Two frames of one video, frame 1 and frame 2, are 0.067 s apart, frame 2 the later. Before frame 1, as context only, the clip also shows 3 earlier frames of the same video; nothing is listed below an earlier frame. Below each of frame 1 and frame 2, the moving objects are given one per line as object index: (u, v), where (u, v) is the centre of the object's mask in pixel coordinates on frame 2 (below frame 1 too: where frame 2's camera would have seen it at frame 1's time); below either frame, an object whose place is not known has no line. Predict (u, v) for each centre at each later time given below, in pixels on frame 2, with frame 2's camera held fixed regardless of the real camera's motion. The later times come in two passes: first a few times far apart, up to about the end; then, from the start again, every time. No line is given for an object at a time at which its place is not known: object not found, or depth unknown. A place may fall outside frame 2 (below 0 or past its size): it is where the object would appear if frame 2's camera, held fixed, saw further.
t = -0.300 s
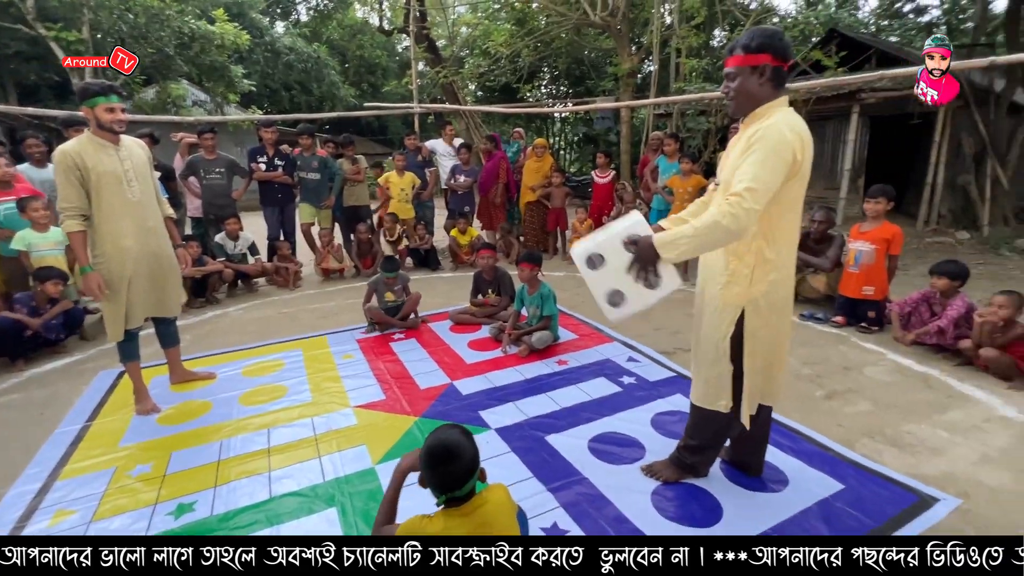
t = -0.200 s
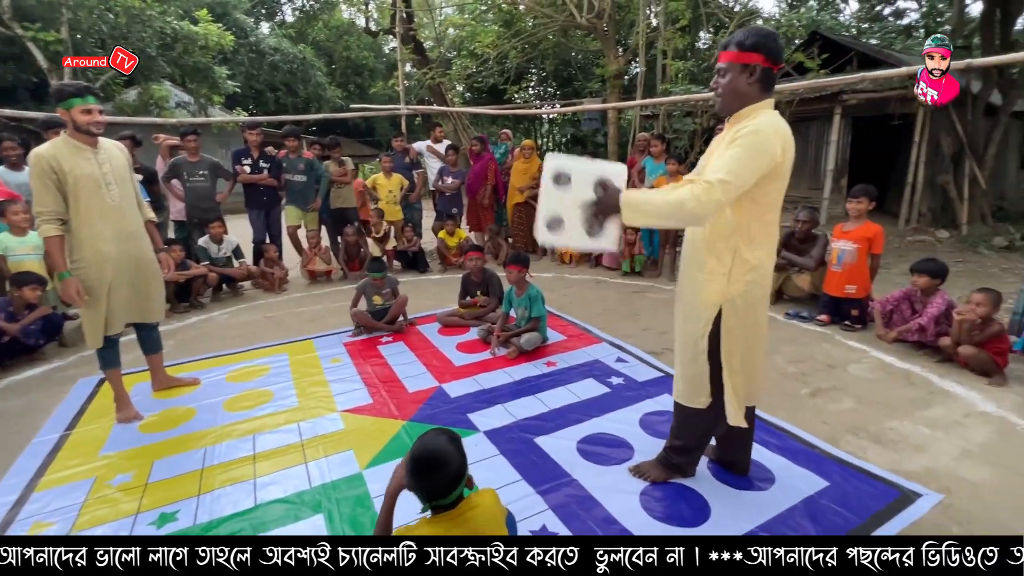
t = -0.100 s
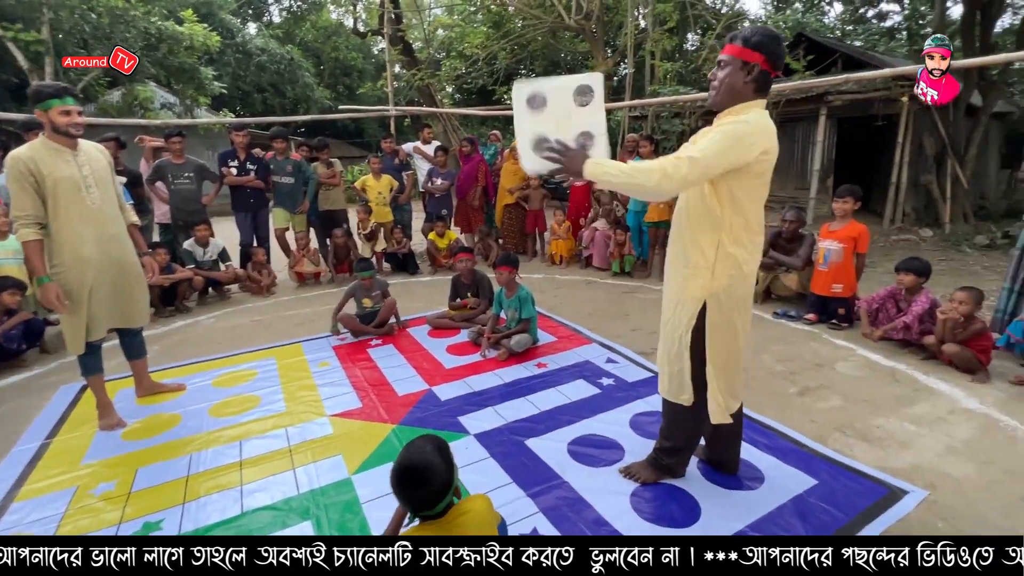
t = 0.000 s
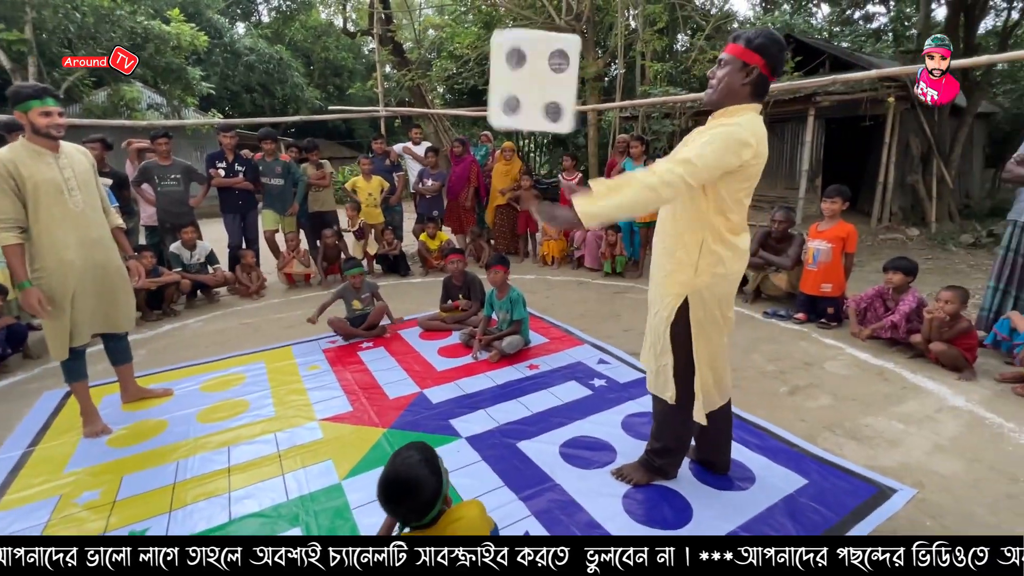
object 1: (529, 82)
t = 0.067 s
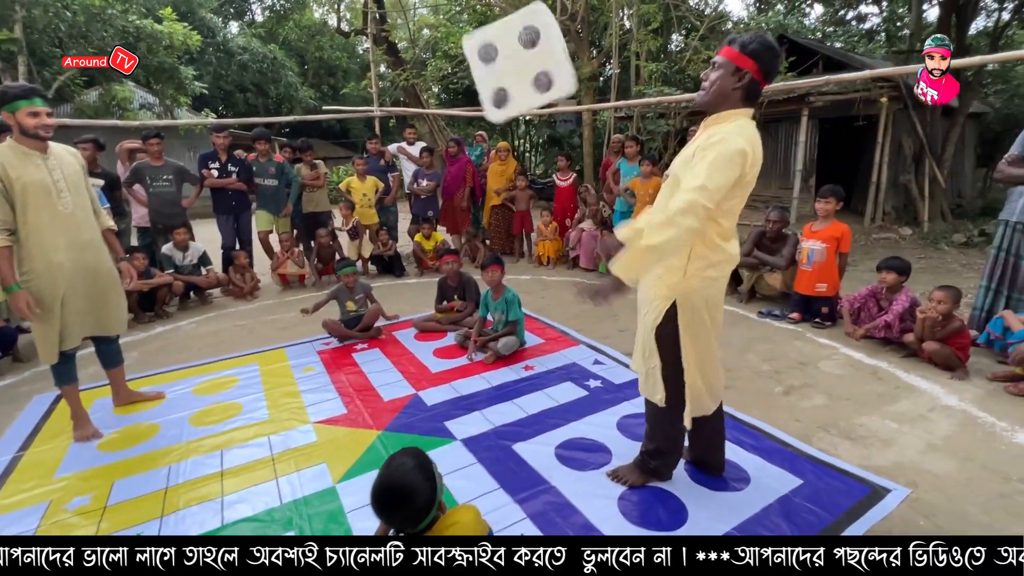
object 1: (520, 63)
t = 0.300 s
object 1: (495, 108)
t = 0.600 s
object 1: (479, 306)
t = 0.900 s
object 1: (482, 379)
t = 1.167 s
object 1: (501, 386)
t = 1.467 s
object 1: (502, 387)
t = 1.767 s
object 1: (501, 388)
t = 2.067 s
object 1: (501, 388)
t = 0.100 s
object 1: (518, 60)
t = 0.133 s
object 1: (514, 62)
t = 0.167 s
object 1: (511, 64)
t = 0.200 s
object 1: (509, 71)
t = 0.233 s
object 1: (504, 81)
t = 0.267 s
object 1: (499, 94)
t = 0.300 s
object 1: (495, 108)
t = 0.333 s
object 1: (490, 126)
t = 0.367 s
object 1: (487, 144)
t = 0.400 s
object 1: (485, 161)
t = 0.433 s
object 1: (484, 181)
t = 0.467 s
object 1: (483, 204)
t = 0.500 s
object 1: (481, 226)
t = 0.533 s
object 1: (481, 251)
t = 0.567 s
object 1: (481, 279)
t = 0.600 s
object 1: (479, 306)
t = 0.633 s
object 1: (479, 333)
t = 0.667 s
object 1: (478, 363)
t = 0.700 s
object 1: (474, 391)
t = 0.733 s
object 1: (474, 391)
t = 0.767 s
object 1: (477, 385)
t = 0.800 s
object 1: (478, 381)
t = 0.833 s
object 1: (479, 378)
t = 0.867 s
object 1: (481, 377)
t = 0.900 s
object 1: (482, 379)
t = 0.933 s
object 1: (484, 382)
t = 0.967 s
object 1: (486, 386)
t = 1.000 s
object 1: (488, 385)
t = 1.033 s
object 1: (491, 386)
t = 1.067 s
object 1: (495, 388)
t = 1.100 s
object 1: (498, 386)
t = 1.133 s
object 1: (499, 385)
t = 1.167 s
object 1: (501, 386)
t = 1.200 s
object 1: (502, 387)
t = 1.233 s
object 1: (502, 387)
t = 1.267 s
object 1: (502, 387)
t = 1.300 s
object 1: (501, 387)
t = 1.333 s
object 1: (501, 387)
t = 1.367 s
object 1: (501, 387)
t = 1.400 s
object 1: (502, 387)
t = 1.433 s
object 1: (502, 387)
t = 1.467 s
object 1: (502, 387)
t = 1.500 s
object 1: (502, 387)
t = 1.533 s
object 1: (501, 387)
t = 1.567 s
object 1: (501, 387)
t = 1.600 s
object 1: (501, 387)
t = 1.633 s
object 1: (501, 387)
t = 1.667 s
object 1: (501, 387)
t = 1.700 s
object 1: (501, 388)
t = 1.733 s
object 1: (501, 388)
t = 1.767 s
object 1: (501, 388)
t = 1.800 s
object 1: (501, 388)
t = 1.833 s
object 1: (501, 388)
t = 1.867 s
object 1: (501, 388)
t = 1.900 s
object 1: (501, 388)
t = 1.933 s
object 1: (501, 388)
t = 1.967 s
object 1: (501, 388)
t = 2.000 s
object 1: (501, 388)
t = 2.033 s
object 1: (501, 388)
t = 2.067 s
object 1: (501, 388)
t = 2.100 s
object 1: (501, 388)
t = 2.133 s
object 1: (501, 388)
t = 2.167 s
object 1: (501, 389)
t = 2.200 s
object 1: (501, 389)
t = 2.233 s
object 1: (501, 389)
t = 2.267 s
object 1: (501, 389)
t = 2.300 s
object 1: (501, 390)
